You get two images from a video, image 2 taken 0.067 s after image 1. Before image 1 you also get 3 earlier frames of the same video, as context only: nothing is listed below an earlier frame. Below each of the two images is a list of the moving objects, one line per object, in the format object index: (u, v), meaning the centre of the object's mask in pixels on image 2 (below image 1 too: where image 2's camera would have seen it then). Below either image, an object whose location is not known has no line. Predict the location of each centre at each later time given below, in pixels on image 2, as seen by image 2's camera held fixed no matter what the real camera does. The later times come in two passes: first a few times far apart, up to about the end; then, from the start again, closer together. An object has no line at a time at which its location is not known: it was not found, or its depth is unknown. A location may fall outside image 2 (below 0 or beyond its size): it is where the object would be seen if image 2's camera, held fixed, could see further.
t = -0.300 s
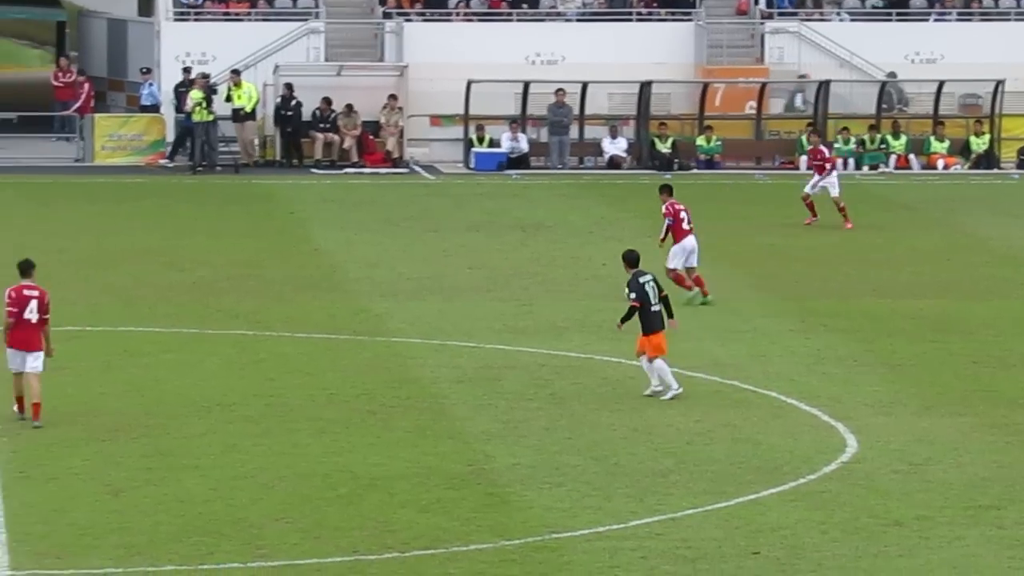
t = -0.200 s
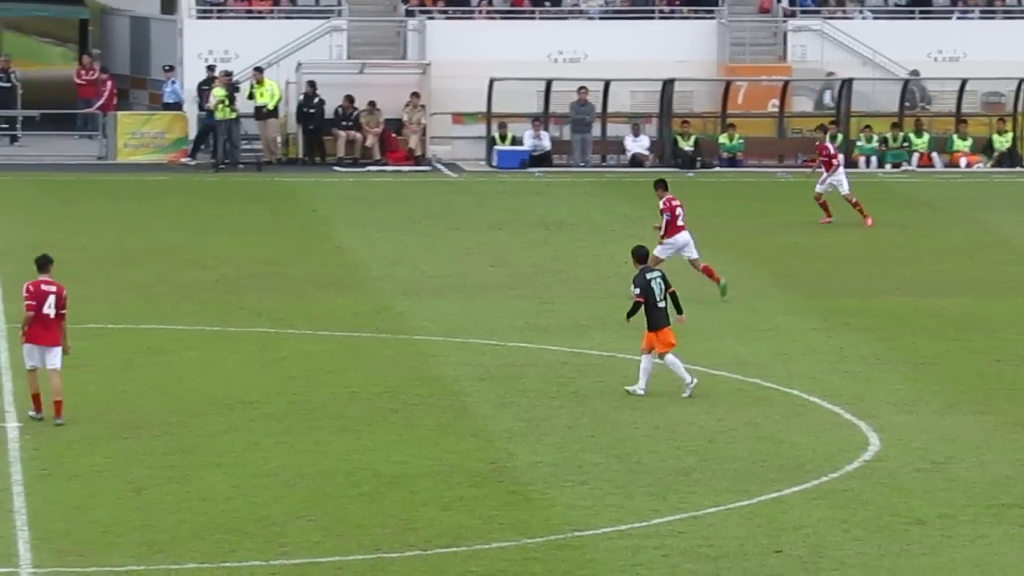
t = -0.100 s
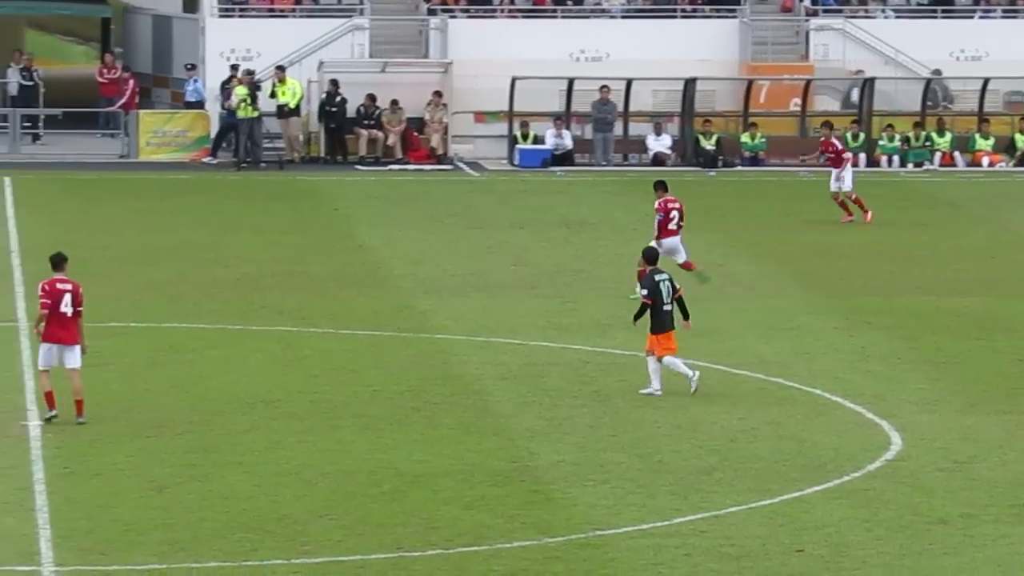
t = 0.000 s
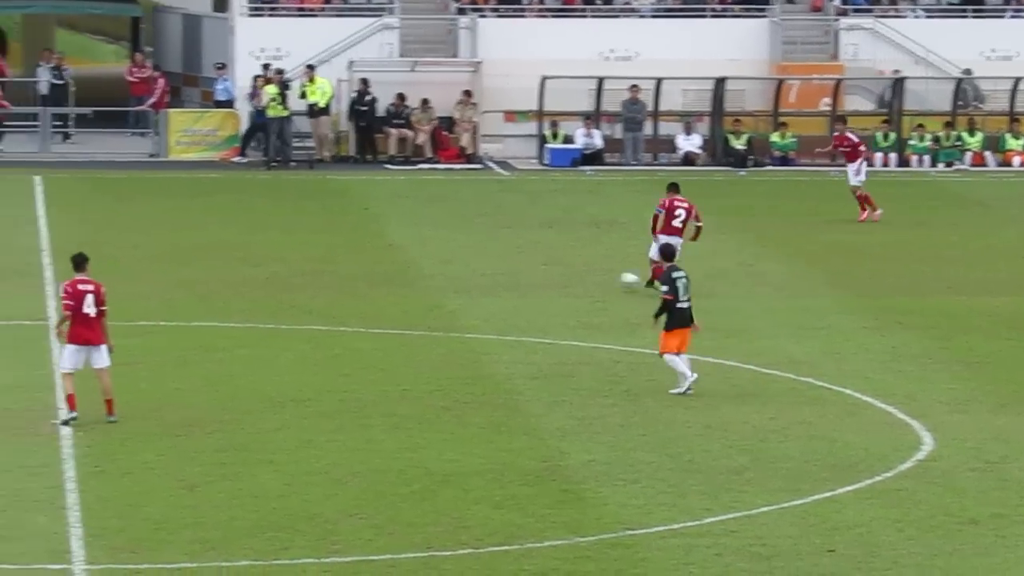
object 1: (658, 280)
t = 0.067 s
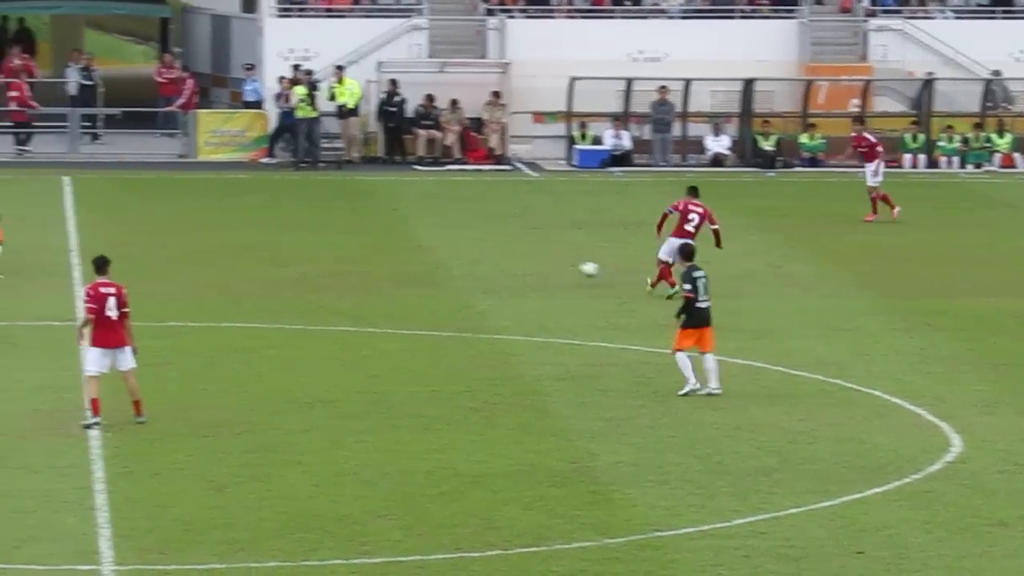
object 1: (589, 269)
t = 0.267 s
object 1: (396, 255)
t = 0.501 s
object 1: (218, 230)
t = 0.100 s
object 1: (555, 264)
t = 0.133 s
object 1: (521, 261)
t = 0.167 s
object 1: (490, 259)
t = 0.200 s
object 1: (458, 257)
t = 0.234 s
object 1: (426, 257)
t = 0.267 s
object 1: (396, 255)
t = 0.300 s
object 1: (369, 249)
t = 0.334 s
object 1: (343, 242)
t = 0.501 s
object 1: (218, 230)
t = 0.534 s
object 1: (195, 231)
